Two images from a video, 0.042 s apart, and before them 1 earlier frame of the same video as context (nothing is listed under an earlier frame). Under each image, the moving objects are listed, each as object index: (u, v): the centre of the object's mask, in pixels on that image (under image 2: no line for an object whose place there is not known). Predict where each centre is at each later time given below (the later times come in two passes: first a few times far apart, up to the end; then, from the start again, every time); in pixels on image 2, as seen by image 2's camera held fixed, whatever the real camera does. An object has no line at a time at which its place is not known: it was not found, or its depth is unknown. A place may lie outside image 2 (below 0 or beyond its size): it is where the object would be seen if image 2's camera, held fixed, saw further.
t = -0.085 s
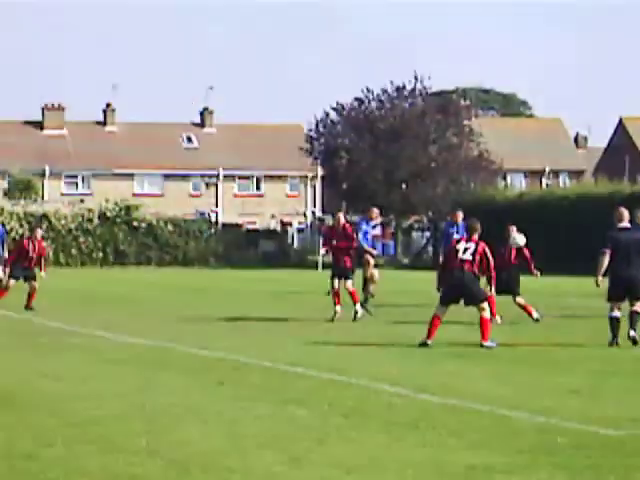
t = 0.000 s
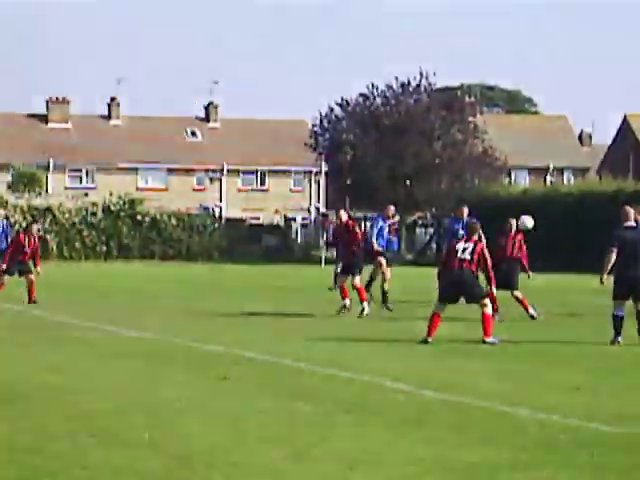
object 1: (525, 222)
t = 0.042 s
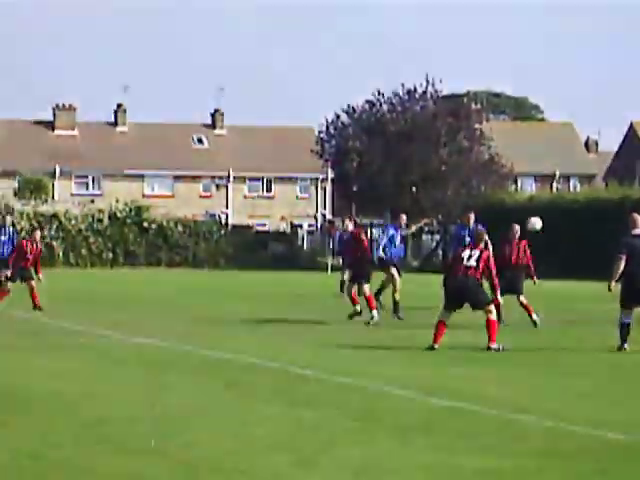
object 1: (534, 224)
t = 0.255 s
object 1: (544, 209)
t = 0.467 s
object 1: (554, 220)
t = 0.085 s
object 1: (536, 218)
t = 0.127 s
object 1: (538, 214)
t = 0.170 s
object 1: (540, 212)
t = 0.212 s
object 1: (542, 210)
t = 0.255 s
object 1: (544, 209)
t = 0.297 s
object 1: (546, 210)
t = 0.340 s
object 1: (547, 211)
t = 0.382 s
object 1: (550, 212)
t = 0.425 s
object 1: (552, 215)
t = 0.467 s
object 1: (554, 220)
